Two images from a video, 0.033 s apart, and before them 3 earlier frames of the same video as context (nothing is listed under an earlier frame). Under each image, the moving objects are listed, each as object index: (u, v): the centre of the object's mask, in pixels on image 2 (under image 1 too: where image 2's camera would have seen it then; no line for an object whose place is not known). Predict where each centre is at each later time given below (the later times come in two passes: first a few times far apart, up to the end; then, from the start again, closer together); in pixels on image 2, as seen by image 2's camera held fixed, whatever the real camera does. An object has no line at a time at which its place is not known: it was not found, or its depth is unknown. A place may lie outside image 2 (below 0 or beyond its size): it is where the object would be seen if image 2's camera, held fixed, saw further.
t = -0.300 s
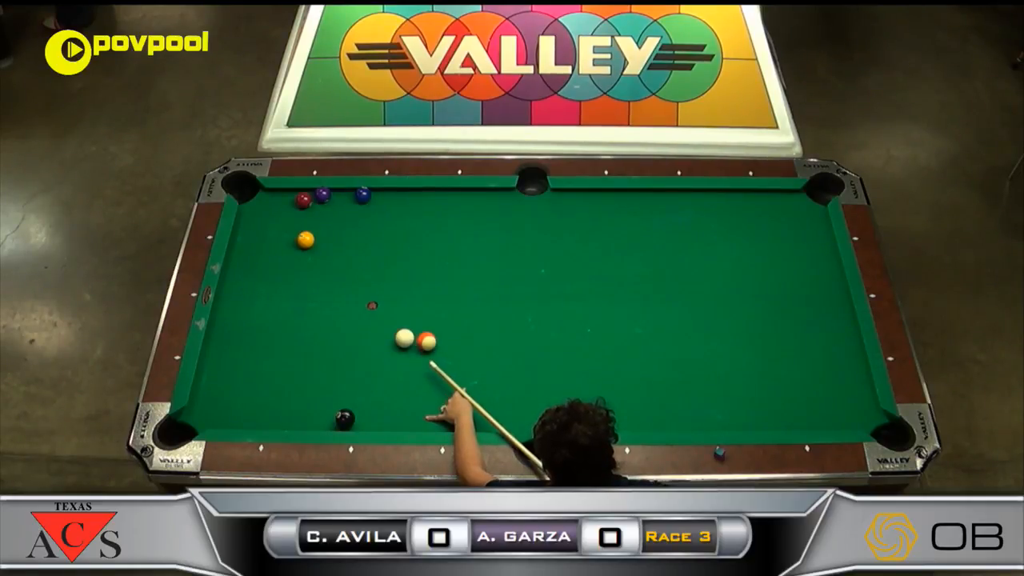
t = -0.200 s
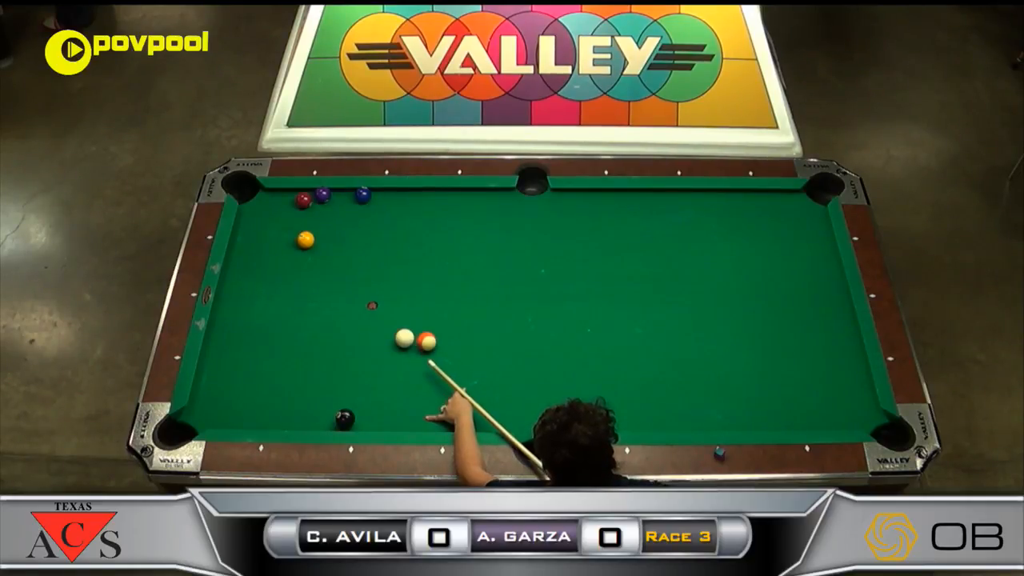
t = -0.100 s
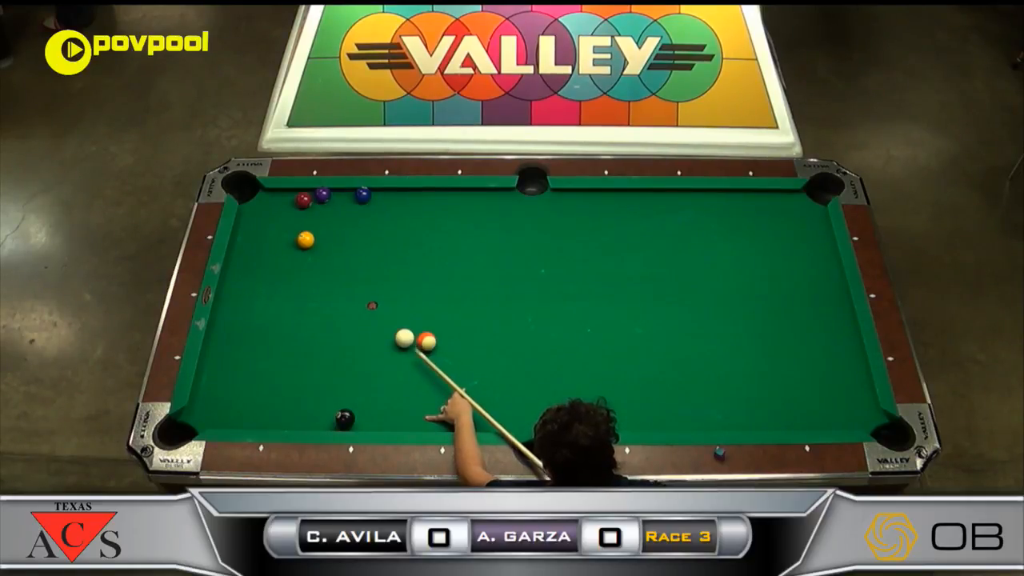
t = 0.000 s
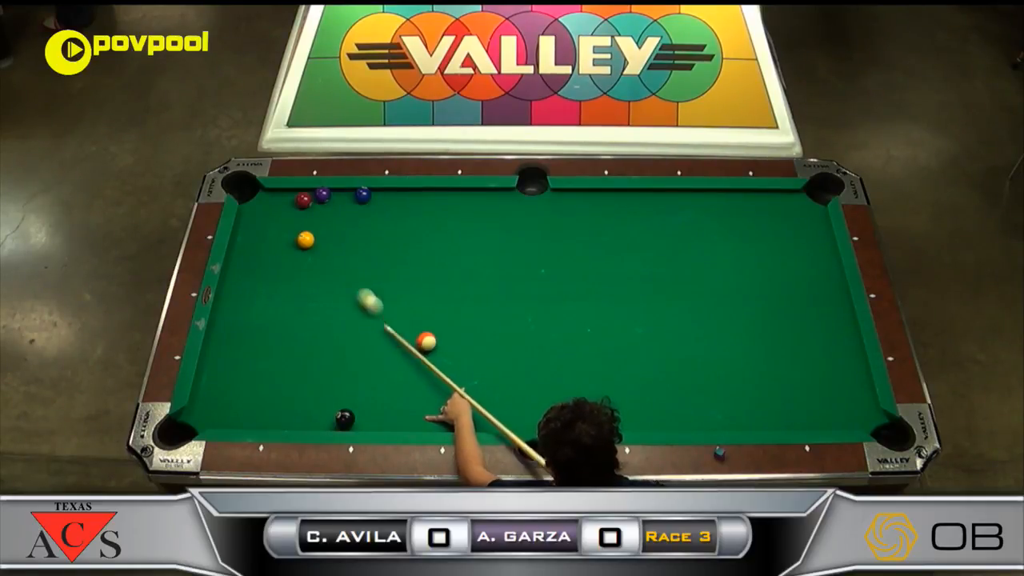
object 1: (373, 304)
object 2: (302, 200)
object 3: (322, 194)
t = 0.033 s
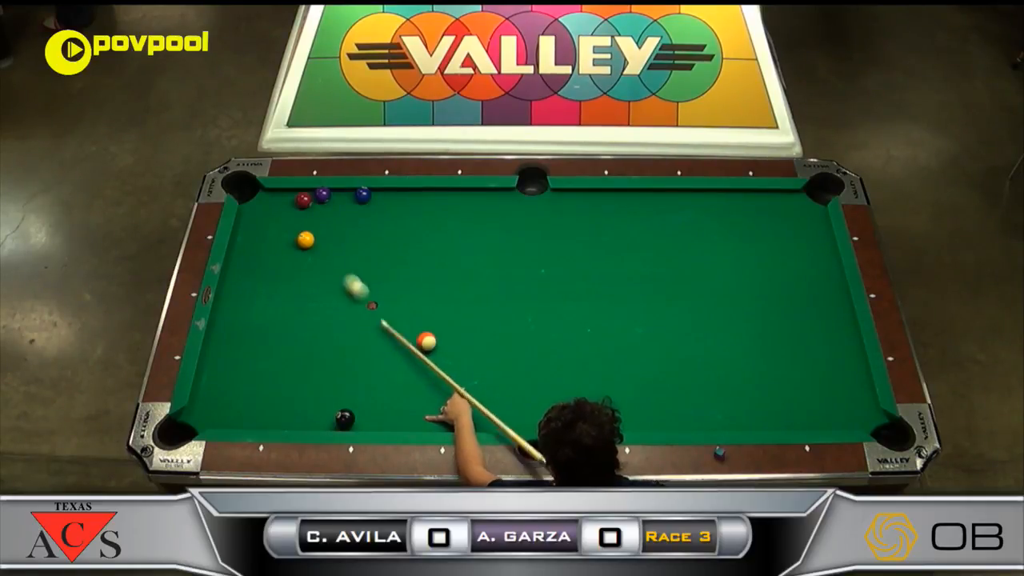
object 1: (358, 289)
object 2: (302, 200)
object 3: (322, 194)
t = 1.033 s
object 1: (313, 206)
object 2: (292, 201)
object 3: (327, 194)
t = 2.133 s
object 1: (312, 206)
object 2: (284, 214)
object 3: (333, 195)
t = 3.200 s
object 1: (312, 206)
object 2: (285, 213)
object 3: (334, 196)
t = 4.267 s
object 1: (312, 206)
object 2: (285, 214)
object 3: (334, 196)
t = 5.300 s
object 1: (312, 206)
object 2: (285, 214)
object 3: (334, 196)
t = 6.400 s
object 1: (312, 206)
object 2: (285, 213)
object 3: (334, 196)
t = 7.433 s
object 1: (312, 206)
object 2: (285, 213)
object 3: (334, 196)
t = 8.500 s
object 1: (312, 206)
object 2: (285, 214)
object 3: (334, 196)
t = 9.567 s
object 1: (312, 206)
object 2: (285, 214)
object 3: (334, 196)
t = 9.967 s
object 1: (312, 206)
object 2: (285, 214)
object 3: (333, 196)
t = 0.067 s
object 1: (345, 275)
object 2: (302, 200)
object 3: (322, 194)
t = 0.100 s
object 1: (332, 263)
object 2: (302, 200)
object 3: (322, 194)
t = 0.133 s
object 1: (320, 250)
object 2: (302, 200)
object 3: (322, 194)
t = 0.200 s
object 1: (319, 243)
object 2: (302, 200)
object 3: (322, 194)
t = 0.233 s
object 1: (319, 240)
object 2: (302, 200)
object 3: (322, 194)
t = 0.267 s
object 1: (319, 237)
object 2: (302, 200)
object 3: (322, 194)
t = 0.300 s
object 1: (318, 234)
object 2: (302, 200)
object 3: (322, 194)
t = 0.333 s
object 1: (317, 231)
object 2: (302, 200)
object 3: (322, 194)
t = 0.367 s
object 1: (317, 228)
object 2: (302, 200)
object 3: (322, 194)
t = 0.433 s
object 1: (315, 222)
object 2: (302, 200)
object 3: (322, 194)
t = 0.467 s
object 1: (315, 219)
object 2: (302, 200)
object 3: (322, 194)
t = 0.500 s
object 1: (314, 216)
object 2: (302, 200)
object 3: (322, 194)
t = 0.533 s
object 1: (314, 213)
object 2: (302, 200)
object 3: (322, 194)
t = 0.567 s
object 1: (313, 210)
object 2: (301, 199)
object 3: (322, 194)
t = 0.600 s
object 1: (313, 208)
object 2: (301, 199)
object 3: (322, 194)
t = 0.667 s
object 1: (315, 206)
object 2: (300, 196)
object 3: (323, 193)
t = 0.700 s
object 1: (315, 205)
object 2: (299, 195)
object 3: (323, 193)
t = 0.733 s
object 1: (315, 205)
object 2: (297, 195)
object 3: (323, 193)
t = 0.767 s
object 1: (315, 205)
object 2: (298, 196)
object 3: (324, 193)
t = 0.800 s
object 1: (314, 205)
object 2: (297, 196)
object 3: (324, 194)
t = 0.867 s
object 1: (314, 205)
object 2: (295, 198)
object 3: (325, 194)
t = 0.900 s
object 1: (314, 205)
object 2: (295, 198)
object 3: (325, 194)
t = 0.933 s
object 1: (313, 205)
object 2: (294, 198)
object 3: (326, 194)
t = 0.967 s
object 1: (313, 206)
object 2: (293, 200)
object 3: (326, 194)
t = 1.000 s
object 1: (313, 206)
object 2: (293, 200)
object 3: (326, 194)
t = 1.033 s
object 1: (313, 206)
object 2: (292, 201)
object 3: (327, 194)
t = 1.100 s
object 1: (313, 206)
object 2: (291, 202)
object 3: (327, 195)
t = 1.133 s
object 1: (313, 206)
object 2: (290, 203)
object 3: (328, 195)
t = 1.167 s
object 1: (313, 206)
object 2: (290, 204)
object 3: (328, 195)
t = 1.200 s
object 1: (312, 206)
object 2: (290, 204)
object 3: (331, 195)
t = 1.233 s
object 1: (312, 206)
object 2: (289, 205)
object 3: (331, 195)
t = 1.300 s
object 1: (312, 206)
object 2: (288, 206)
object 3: (332, 195)
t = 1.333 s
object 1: (312, 206)
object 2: (288, 206)
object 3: (332, 195)
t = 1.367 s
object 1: (312, 206)
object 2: (288, 207)
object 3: (332, 195)
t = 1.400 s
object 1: (312, 206)
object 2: (287, 207)
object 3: (333, 195)
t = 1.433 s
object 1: (312, 206)
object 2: (287, 208)
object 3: (333, 195)
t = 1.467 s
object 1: (312, 206)
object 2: (287, 208)
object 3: (333, 195)
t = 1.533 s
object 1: (312, 206)
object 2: (286, 209)
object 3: (333, 195)
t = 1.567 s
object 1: (312, 206)
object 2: (286, 210)
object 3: (333, 195)
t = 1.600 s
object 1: (312, 206)
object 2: (285, 210)
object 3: (333, 195)
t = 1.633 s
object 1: (312, 206)
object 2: (285, 210)
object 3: (333, 195)
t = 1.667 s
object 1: (312, 206)
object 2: (285, 210)
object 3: (333, 196)
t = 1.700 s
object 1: (312, 206)
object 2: (285, 211)
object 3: (333, 196)
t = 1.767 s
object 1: (312, 206)
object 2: (284, 212)
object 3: (333, 196)
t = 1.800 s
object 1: (312, 206)
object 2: (284, 212)
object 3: (333, 196)
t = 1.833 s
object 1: (312, 206)
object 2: (284, 212)
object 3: (333, 196)
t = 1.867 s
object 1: (312, 206)
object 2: (284, 212)
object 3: (333, 196)
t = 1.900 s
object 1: (312, 206)
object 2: (284, 213)
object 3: (333, 195)
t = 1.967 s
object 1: (312, 206)
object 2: (284, 213)
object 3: (333, 195)
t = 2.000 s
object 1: (312, 206)
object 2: (284, 213)
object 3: (333, 195)
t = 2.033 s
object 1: (312, 206)
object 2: (284, 213)
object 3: (333, 195)
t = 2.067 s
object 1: (312, 206)
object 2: (284, 214)
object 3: (333, 195)
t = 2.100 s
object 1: (312, 206)
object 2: (284, 214)
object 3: (333, 195)
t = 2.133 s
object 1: (312, 206)
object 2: (284, 214)
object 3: (333, 195)
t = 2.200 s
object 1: (312, 206)
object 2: (284, 214)
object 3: (333, 196)
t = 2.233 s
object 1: (312, 206)
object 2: (285, 214)
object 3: (333, 196)
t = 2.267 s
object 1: (312, 206)
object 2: (285, 214)
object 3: (333, 196)
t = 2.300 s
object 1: (312, 206)
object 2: (285, 214)
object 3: (333, 196)
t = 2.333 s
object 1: (312, 206)
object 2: (285, 214)
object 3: (333, 196)
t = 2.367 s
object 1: (312, 206)
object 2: (285, 214)
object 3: (333, 196)
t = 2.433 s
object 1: (312, 206)
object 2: (285, 214)
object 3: (333, 196)
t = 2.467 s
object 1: (312, 206)
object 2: (285, 214)
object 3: (333, 196)
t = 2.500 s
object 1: (312, 206)
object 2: (285, 214)
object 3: (333, 196)
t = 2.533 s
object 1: (312, 206)
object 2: (285, 214)
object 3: (333, 196)
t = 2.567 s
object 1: (312, 206)
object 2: (285, 214)
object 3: (334, 196)
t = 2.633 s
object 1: (312, 206)
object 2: (285, 214)
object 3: (334, 196)
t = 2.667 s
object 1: (312, 206)
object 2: (285, 214)
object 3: (334, 196)
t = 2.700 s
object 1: (312, 206)
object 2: (285, 213)
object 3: (334, 196)
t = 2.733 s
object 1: (312, 206)
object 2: (285, 214)
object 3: (334, 196)
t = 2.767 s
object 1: (312, 206)
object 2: (285, 214)
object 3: (334, 196)
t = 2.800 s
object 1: (312, 206)
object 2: (285, 214)
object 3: (334, 196)
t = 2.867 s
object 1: (312, 206)
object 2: (285, 214)
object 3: (334, 196)
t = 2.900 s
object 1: (312, 206)
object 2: (285, 214)
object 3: (334, 196)
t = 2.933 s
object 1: (312, 206)
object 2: (285, 214)
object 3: (334, 196)
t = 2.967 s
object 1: (312, 206)
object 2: (285, 214)
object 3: (334, 196)
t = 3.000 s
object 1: (312, 206)
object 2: (285, 214)
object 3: (334, 196)
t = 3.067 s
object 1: (312, 206)
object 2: (285, 214)
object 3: (334, 196)
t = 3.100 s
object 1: (312, 206)
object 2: (285, 213)
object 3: (334, 196)
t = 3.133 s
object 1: (312, 206)
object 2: (285, 213)
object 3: (334, 196)
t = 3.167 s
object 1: (312, 206)
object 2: (285, 213)
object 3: (334, 196)
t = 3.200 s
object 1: (312, 206)
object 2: (285, 213)
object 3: (334, 196)
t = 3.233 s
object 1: (312, 206)
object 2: (285, 213)
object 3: (334, 196)
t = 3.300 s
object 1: (312, 206)
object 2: (285, 213)
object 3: (334, 196)
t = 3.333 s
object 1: (312, 206)
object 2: (285, 213)
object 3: (334, 196)
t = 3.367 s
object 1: (312, 206)
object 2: (285, 213)
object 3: (334, 196)
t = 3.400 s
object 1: (312, 206)
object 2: (285, 213)
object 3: (334, 196)
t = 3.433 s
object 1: (312, 206)
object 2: (285, 213)
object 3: (334, 196)
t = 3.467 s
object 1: (312, 206)
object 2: (285, 213)
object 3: (334, 196)
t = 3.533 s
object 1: (312, 206)
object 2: (285, 213)
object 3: (334, 196)
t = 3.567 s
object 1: (312, 206)
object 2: (285, 213)
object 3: (334, 196)
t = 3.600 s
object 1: (312, 206)
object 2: (285, 213)
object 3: (334, 196)
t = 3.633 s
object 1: (312, 206)
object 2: (285, 213)
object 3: (334, 196)
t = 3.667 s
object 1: (312, 206)
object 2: (285, 213)
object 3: (334, 196)
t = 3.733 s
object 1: (312, 206)
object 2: (285, 213)
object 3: (334, 196)
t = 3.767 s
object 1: (312, 206)
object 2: (285, 213)
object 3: (334, 196)
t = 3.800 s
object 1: (312, 206)
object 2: (285, 213)
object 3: (334, 196)
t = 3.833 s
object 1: (312, 206)
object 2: (285, 213)
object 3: (334, 196)
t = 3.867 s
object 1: (312, 206)
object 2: (285, 213)
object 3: (334, 196)
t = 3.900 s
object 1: (312, 206)
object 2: (285, 213)
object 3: (334, 196)
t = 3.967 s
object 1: (312, 206)
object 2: (285, 213)
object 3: (334, 196)
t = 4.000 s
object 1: (312, 206)
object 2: (285, 214)
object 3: (334, 196)
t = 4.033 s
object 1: (312, 206)
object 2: (285, 214)
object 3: (334, 196)
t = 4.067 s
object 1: (312, 206)
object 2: (285, 213)
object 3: (334, 196)
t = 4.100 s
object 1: (312, 206)
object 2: (285, 214)
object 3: (334, 196)
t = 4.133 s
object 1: (312, 206)
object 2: (285, 214)
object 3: (334, 196)
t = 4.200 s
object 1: (312, 206)
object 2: (285, 214)
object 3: (334, 196)
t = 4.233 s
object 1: (312, 206)
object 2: (285, 214)
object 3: (334, 196)
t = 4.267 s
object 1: (312, 206)
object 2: (285, 214)
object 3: (334, 196)
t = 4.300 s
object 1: (312, 206)
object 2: (285, 214)
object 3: (334, 196)
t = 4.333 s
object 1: (312, 206)
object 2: (285, 214)
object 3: (334, 196)
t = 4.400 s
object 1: (312, 206)
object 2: (285, 213)
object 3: (334, 196)
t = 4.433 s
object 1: (312, 206)
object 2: (285, 213)
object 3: (334, 196)
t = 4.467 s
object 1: (312, 206)
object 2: (285, 214)
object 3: (334, 196)
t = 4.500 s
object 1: (312, 206)
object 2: (285, 214)
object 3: (334, 196)
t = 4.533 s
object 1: (312, 206)
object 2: (285, 214)
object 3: (334, 196)
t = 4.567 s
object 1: (312, 206)
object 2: (285, 214)
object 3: (334, 196)
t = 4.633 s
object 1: (312, 206)
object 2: (285, 213)
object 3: (334, 196)
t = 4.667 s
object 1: (312, 206)
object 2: (285, 214)
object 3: (334, 196)
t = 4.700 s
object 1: (312, 206)
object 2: (285, 214)
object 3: (334, 196)
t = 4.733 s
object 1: (312, 206)
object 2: (285, 214)
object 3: (334, 196)
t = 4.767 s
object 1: (312, 206)
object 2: (285, 214)
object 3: (334, 196)
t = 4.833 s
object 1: (312, 206)
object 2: (285, 214)
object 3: (334, 196)
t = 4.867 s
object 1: (312, 206)
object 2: (285, 213)
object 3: (334, 196)
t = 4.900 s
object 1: (312, 206)
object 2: (285, 214)
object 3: (334, 196)
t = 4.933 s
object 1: (312, 206)
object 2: (285, 213)
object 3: (334, 196)
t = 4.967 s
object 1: (312, 206)
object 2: (285, 213)
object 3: (334, 196)
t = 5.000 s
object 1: (312, 206)
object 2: (285, 214)
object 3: (334, 196)
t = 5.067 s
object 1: (312, 206)
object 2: (285, 214)
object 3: (334, 196)
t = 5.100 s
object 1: (312, 206)
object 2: (285, 213)
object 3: (334, 196)
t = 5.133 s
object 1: (312, 206)
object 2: (285, 213)
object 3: (334, 196)
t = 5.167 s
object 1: (312, 206)
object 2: (285, 213)
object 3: (334, 196)
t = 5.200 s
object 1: (312, 206)
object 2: (285, 214)
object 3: (334, 196)
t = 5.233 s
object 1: (312, 206)
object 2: (285, 213)
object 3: (334, 196)
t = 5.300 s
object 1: (312, 206)
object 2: (285, 214)
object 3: (334, 196)
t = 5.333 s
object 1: (312, 206)
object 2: (285, 214)
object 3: (334, 196)
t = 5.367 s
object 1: (312, 206)
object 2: (285, 214)
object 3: (334, 196)
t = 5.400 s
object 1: (312, 206)
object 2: (285, 214)
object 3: (334, 196)
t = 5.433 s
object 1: (312, 206)
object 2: (285, 213)
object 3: (334, 196)
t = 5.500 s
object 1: (312, 206)
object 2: (285, 213)
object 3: (334, 196)
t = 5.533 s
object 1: (312, 206)
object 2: (285, 214)
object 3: (334, 196)
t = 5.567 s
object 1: (312, 206)
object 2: (285, 213)
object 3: (334, 196)
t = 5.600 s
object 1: (312, 206)
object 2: (285, 213)
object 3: (334, 196)
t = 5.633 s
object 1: (312, 206)
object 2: (285, 213)
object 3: (334, 196)
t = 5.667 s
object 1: (312, 206)
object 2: (285, 213)
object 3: (334, 196)
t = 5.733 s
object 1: (312, 206)
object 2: (285, 213)
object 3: (334, 196)
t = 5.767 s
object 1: (312, 206)
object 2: (285, 213)
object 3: (334, 196)
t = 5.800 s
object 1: (312, 206)
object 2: (285, 213)
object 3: (334, 196)
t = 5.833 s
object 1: (312, 206)
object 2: (285, 213)
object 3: (334, 196)
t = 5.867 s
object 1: (312, 206)
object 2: (285, 213)
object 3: (334, 196)
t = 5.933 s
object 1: (312, 206)
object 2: (285, 213)
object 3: (334, 196)
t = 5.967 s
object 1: (312, 206)
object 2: (285, 213)
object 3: (334, 196)
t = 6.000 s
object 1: (312, 206)
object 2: (285, 213)
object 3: (334, 196)
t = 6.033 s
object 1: (312, 206)
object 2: (285, 213)
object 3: (334, 196)
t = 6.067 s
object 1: (312, 206)
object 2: (285, 213)
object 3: (334, 196)
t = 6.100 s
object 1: (312, 206)
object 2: (285, 213)
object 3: (334, 196)
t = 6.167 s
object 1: (312, 206)
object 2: (285, 213)
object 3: (334, 196)
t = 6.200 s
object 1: (312, 206)
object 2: (285, 213)
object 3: (334, 196)
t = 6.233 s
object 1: (312, 206)
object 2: (285, 213)
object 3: (334, 196)
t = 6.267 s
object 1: (312, 206)
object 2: (285, 213)
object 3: (334, 196)
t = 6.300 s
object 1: (312, 206)
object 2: (285, 213)
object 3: (334, 196)
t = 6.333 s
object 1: (312, 206)
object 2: (285, 213)
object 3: (334, 196)
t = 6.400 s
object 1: (312, 206)
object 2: (285, 213)
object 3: (334, 196)
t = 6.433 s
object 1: (312, 206)
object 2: (285, 213)
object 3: (334, 196)
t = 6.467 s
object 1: (312, 206)
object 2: (285, 213)
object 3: (334, 196)
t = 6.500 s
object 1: (312, 206)
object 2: (285, 213)
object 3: (334, 196)
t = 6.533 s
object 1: (312, 206)
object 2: (285, 213)
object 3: (334, 196)
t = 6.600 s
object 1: (312, 206)
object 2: (285, 213)
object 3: (334, 196)
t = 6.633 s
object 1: (312, 206)
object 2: (285, 213)
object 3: (334, 196)
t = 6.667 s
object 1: (312, 206)
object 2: (285, 213)
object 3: (334, 196)
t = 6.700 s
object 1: (312, 206)
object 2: (285, 213)
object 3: (334, 196)
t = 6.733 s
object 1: (312, 206)
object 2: (285, 213)
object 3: (334, 196)
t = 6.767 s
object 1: (312, 206)
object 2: (285, 213)
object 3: (334, 196)
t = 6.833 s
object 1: (312, 206)
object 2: (285, 213)
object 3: (334, 196)
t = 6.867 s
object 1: (312, 206)
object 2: (285, 213)
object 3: (334, 196)
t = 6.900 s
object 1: (312, 206)
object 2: (285, 213)
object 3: (334, 196)
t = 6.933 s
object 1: (312, 206)
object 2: (285, 213)
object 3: (334, 196)
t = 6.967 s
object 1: (312, 206)
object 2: (285, 213)
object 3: (334, 196)
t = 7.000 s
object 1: (312, 206)
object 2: (285, 213)
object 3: (334, 196)
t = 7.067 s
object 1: (312, 206)
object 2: (285, 213)
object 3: (334, 196)
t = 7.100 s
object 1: (312, 206)
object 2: (285, 213)
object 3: (334, 196)
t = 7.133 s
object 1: (312, 206)
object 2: (285, 213)
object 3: (334, 196)
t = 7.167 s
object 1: (312, 206)
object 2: (285, 213)
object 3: (334, 196)
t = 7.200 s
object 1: (312, 206)
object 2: (285, 213)
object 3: (334, 196)
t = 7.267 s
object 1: (312, 206)
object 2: (285, 213)
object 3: (334, 196)
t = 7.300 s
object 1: (312, 206)
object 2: (285, 213)
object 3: (334, 196)
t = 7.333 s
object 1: (312, 206)
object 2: (285, 213)
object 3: (334, 196)
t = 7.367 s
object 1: (312, 206)
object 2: (285, 213)
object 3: (334, 196)
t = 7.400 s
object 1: (312, 206)
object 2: (285, 213)
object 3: (334, 196)
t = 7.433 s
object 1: (312, 206)
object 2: (285, 213)
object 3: (334, 196)
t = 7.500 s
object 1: (312, 206)
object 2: (285, 213)
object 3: (334, 196)
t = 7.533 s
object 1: (312, 206)
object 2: (285, 213)
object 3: (333, 196)
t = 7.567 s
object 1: (312, 206)
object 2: (285, 213)
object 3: (333, 196)
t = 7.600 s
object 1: (312, 206)
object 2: (285, 213)
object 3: (333, 196)
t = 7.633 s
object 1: (312, 206)
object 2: (285, 213)
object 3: (333, 196)
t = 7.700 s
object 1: (312, 206)
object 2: (285, 213)
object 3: (333, 196)
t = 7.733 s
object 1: (312, 206)
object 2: (285, 213)
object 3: (333, 196)
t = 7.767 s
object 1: (312, 206)
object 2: (285, 213)
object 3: (333, 196)
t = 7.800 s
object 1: (312, 206)
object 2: (285, 214)
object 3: (333, 196)
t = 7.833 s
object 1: (312, 206)
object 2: (285, 214)
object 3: (333, 196)
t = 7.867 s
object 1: (312, 206)
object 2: (285, 214)
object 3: (333, 196)
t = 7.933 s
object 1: (312, 206)
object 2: (285, 214)
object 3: (333, 196)
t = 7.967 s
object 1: (312, 206)
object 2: (285, 214)
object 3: (333, 196)
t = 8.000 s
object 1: (312, 206)
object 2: (285, 214)
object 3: (333, 196)
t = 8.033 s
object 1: (312, 206)
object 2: (285, 214)
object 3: (333, 196)
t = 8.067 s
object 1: (312, 206)
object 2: (285, 214)
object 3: (333, 196)
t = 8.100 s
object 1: (312, 206)
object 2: (285, 214)
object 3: (334, 196)
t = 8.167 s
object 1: (312, 206)
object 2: (285, 214)
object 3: (333, 196)
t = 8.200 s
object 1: (312, 206)
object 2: (285, 214)
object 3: (333, 196)
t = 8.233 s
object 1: (312, 206)
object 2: (285, 214)
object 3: (333, 196)
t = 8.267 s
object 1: (312, 206)
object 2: (285, 214)
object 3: (333, 196)
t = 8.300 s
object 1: (312, 206)
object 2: (285, 214)
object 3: (333, 196)
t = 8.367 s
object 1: (312, 206)
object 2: (285, 214)
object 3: (334, 196)
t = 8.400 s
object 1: (312, 206)
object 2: (285, 214)
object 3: (334, 196)
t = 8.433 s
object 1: (312, 206)
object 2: (285, 214)
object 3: (334, 196)
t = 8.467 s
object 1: (312, 206)
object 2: (285, 214)
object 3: (334, 196)
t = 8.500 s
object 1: (312, 206)
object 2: (285, 214)
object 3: (334, 196)
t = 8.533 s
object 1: (312, 206)
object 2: (285, 214)
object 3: (334, 196)
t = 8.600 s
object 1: (312, 206)
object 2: (285, 214)
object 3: (334, 196)
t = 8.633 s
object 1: (312, 206)
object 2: (285, 214)
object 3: (334, 196)
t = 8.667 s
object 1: (312, 206)
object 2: (285, 214)
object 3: (334, 196)
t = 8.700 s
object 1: (312, 206)
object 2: (285, 214)
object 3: (334, 196)
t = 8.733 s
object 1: (312, 206)
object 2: (285, 214)
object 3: (334, 196)
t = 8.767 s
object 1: (312, 206)
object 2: (285, 214)
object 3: (334, 196)
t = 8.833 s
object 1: (312, 206)
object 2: (285, 214)
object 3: (334, 196)
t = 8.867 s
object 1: (312, 206)
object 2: (285, 214)
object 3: (334, 196)
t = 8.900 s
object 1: (312, 206)
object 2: (285, 214)
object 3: (334, 196)
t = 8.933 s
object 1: (312, 206)
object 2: (285, 214)
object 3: (334, 196)
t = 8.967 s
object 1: (312, 206)
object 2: (285, 214)
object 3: (334, 196)
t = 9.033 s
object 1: (312, 206)
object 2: (285, 214)
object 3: (334, 196)
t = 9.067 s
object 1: (312, 206)
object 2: (285, 214)
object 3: (334, 196)
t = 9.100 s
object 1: (312, 206)
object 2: (285, 214)
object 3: (334, 196)
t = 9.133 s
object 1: (312, 206)
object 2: (285, 214)
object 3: (334, 196)
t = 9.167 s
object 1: (312, 206)
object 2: (285, 214)
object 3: (334, 196)
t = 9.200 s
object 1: (312, 206)
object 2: (285, 214)
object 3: (334, 196)
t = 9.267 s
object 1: (312, 206)
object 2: (285, 214)
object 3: (334, 196)
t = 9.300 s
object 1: (312, 206)
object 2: (285, 214)
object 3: (334, 196)
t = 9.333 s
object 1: (312, 206)
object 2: (285, 214)
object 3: (334, 196)
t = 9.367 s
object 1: (312, 206)
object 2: (285, 214)
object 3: (334, 196)
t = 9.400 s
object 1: (312, 206)
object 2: (285, 214)
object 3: (334, 196)
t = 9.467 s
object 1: (312, 206)
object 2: (285, 214)
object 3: (334, 196)
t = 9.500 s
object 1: (312, 206)
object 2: (285, 214)
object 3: (334, 196)
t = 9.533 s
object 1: (312, 206)
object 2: (285, 214)
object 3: (334, 196)
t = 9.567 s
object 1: (312, 206)
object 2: (285, 214)
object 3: (334, 196)
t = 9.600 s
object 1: (312, 206)
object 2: (285, 214)
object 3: (334, 196)
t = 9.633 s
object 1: (312, 206)
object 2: (285, 214)
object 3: (334, 196)
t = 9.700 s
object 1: (312, 206)
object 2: (285, 214)
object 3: (333, 196)
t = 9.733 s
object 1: (312, 206)
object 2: (285, 214)
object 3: (333, 196)
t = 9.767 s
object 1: (312, 206)
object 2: (285, 214)
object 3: (333, 196)
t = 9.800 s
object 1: (312, 206)
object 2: (285, 214)
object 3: (333, 196)
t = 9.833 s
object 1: (312, 206)
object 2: (285, 214)
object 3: (333, 196)
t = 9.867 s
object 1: (312, 206)
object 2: (285, 214)
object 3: (333, 196)
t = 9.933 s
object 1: (312, 206)
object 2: (285, 214)
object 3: (333, 196)
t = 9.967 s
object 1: (312, 206)
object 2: (285, 214)
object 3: (333, 196)
